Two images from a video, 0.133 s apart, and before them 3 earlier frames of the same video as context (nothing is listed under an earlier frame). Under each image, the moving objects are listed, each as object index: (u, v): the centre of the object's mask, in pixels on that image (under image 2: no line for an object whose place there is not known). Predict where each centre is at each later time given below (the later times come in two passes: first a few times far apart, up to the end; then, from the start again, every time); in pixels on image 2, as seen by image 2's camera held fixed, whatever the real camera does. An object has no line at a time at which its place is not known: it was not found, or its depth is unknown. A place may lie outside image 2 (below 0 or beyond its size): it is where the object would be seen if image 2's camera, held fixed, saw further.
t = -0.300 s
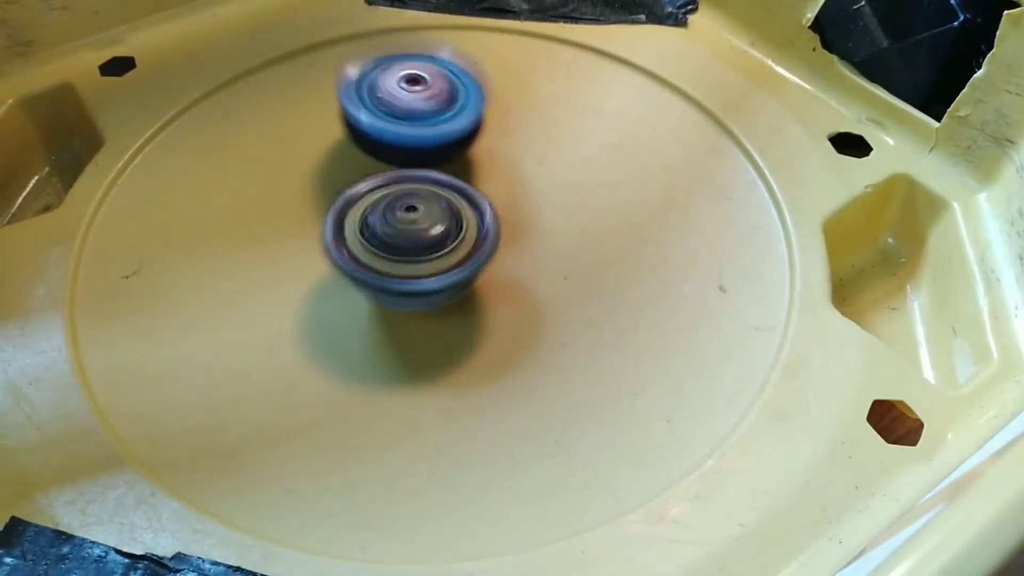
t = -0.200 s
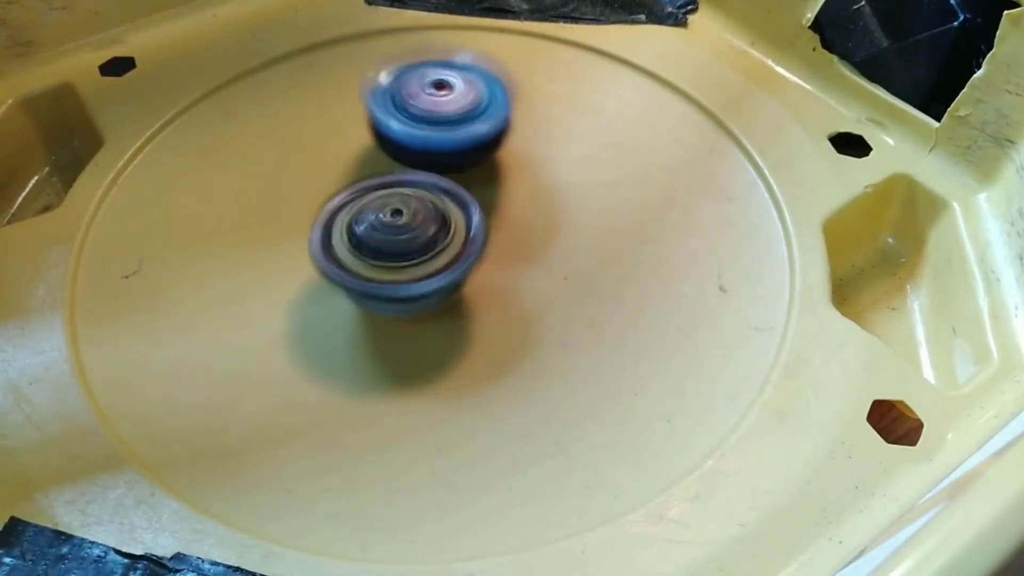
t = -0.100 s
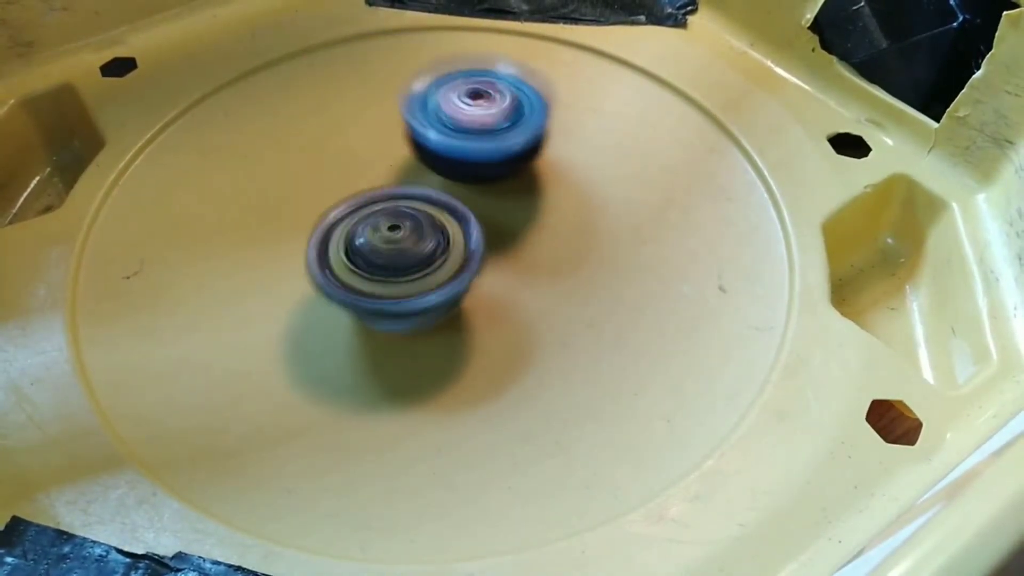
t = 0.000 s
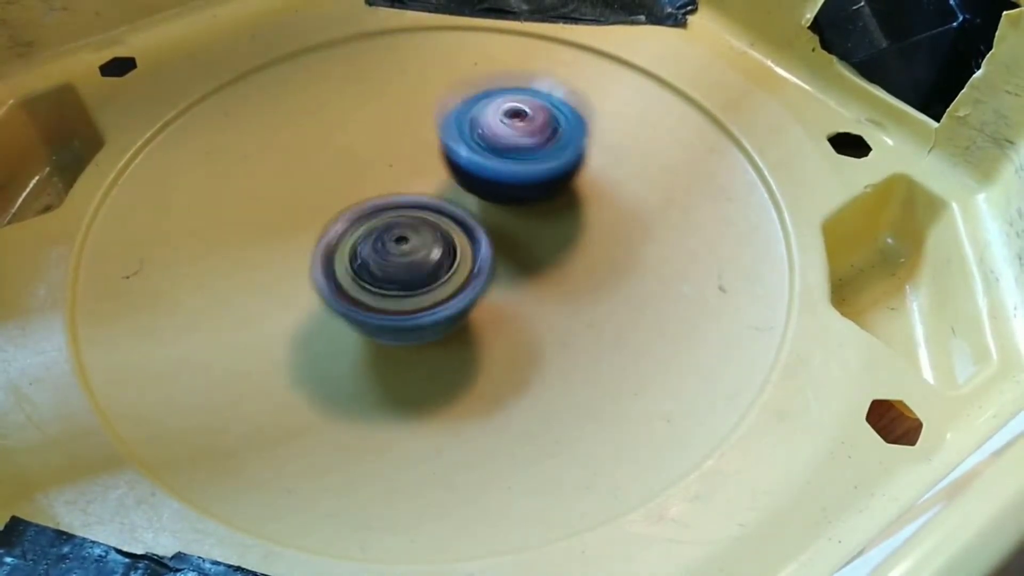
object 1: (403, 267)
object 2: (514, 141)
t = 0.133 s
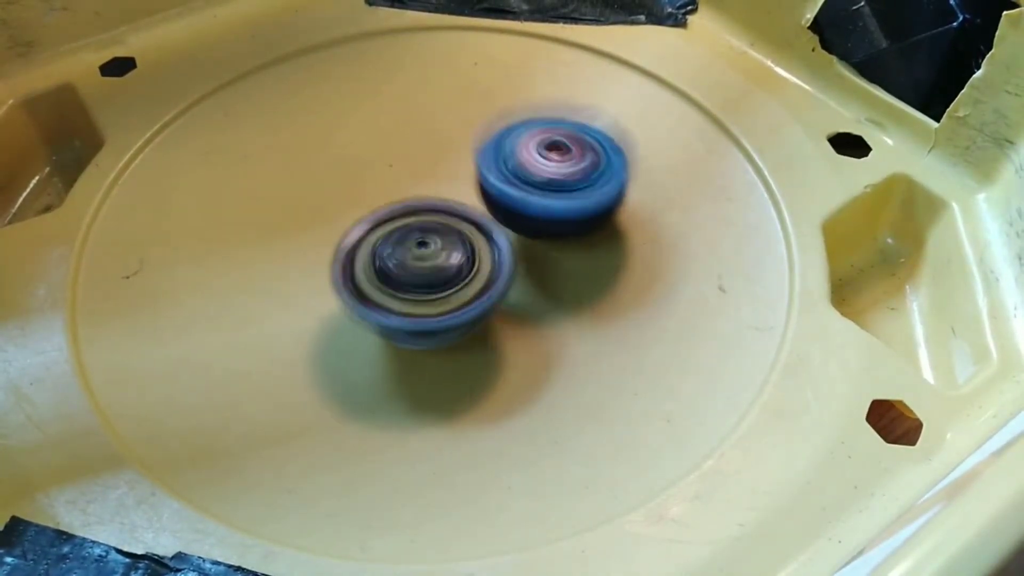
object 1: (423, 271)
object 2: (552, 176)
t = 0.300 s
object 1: (393, 291)
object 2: (619, 199)
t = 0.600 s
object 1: (375, 281)
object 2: (628, 228)
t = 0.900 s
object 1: (367, 232)
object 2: (585, 272)
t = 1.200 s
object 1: (394, 198)
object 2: (550, 298)
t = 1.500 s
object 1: (456, 178)
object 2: (469, 342)
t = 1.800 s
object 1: (499, 176)
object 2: (395, 361)
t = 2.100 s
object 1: (490, 217)
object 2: (356, 314)
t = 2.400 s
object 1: (490, 219)
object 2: (295, 237)
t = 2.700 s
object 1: (476, 242)
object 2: (296, 205)
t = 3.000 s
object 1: (482, 256)
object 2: (340, 188)
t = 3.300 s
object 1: (487, 289)
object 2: (378, 98)
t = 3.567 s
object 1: (474, 257)
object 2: (422, 110)
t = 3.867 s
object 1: (499, 252)
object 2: (476, 128)
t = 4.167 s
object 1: (471, 261)
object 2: (493, 138)
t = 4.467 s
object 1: (416, 267)
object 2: (491, 147)
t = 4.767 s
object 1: (387, 279)
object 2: (492, 160)
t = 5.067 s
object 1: (395, 288)
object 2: (528, 162)
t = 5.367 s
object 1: (397, 281)
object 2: (525, 190)
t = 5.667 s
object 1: (390, 267)
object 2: (534, 179)
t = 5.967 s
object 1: (390, 279)
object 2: (519, 169)
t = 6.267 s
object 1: (390, 309)
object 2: (503, 168)
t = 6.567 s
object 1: (398, 308)
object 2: (469, 186)
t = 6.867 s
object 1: (394, 305)
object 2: (472, 201)
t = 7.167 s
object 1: (374, 260)
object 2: (469, 196)
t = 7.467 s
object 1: (372, 257)
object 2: (472, 196)
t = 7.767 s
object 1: (373, 257)
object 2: (472, 196)
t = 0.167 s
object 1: (425, 271)
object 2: (561, 183)
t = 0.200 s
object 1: (413, 280)
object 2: (582, 184)
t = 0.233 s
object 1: (404, 285)
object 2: (599, 189)
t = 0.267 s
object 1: (399, 288)
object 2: (610, 195)
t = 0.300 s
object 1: (393, 291)
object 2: (619, 199)
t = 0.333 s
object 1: (387, 293)
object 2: (624, 203)
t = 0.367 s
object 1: (381, 295)
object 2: (628, 206)
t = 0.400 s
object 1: (377, 296)
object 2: (630, 209)
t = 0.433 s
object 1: (372, 295)
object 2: (632, 212)
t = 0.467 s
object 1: (372, 295)
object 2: (634, 216)
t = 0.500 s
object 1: (369, 293)
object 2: (634, 218)
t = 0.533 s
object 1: (371, 290)
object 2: (633, 222)
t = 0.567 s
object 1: (371, 286)
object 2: (631, 225)
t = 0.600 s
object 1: (375, 281)
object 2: (628, 228)
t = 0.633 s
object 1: (376, 277)
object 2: (624, 232)
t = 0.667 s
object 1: (381, 271)
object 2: (620, 236)
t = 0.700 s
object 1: (384, 265)
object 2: (614, 240)
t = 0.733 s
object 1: (389, 260)
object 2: (607, 245)
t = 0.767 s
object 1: (393, 254)
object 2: (595, 251)
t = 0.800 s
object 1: (399, 250)
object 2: (581, 258)
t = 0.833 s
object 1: (387, 242)
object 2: (584, 264)
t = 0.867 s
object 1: (373, 237)
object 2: (585, 270)
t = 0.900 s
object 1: (367, 232)
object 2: (585, 272)
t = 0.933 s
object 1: (367, 227)
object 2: (581, 275)
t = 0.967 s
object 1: (367, 223)
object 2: (579, 279)
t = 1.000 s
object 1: (369, 218)
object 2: (577, 283)
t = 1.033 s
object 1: (371, 214)
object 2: (575, 286)
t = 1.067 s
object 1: (374, 210)
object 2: (571, 288)
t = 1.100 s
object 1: (378, 206)
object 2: (566, 291)
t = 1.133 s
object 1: (383, 204)
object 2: (560, 294)
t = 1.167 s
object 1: (389, 199)
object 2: (556, 296)
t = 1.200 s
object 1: (394, 198)
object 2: (550, 298)
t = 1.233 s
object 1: (400, 196)
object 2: (544, 300)
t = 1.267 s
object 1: (406, 195)
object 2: (538, 303)
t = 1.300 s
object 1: (414, 193)
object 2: (529, 304)
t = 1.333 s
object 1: (421, 193)
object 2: (521, 308)
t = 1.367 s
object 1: (427, 191)
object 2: (510, 310)
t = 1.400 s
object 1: (434, 191)
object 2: (502, 313)
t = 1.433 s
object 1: (442, 188)
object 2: (494, 322)
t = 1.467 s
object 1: (451, 181)
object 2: (481, 333)
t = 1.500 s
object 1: (456, 178)
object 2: (469, 342)
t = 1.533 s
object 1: (459, 176)
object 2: (454, 349)
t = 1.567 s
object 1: (464, 173)
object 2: (443, 354)
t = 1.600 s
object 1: (470, 172)
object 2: (434, 356)
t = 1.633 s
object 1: (476, 172)
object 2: (425, 358)
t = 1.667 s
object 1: (482, 171)
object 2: (419, 360)
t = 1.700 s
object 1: (487, 171)
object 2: (415, 360)
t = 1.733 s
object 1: (492, 172)
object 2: (409, 359)
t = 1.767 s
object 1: (495, 174)
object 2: (401, 360)
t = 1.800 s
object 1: (499, 176)
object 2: (395, 361)
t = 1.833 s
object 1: (500, 180)
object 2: (391, 360)
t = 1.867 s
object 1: (501, 183)
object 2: (388, 356)
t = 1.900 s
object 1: (501, 188)
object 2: (383, 353)
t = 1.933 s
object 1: (502, 192)
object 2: (378, 350)
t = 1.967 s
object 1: (500, 198)
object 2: (373, 347)
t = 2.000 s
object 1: (499, 203)
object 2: (370, 339)
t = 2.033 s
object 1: (495, 208)
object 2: (366, 331)
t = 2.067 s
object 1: (493, 213)
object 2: (361, 323)
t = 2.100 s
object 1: (490, 217)
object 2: (356, 314)
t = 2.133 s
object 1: (493, 215)
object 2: (341, 306)
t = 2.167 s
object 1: (498, 214)
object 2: (329, 297)
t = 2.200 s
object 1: (497, 214)
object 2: (320, 289)
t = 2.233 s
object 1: (499, 214)
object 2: (312, 278)
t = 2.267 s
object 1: (497, 214)
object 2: (306, 269)
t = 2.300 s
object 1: (497, 214)
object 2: (302, 260)
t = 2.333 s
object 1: (496, 215)
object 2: (298, 252)
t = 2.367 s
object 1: (493, 217)
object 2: (297, 244)
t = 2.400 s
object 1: (490, 219)
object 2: (295, 237)
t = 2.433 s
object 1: (486, 221)
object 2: (295, 232)
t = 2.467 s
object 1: (483, 223)
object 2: (295, 226)
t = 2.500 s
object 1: (477, 225)
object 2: (294, 222)
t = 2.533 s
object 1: (473, 227)
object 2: (293, 219)
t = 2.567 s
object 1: (470, 230)
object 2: (294, 215)
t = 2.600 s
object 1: (469, 231)
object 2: (291, 212)
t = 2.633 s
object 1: (470, 234)
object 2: (290, 211)
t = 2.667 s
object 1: (473, 238)
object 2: (292, 209)
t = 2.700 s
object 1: (476, 242)
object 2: (296, 205)
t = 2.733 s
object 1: (478, 244)
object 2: (299, 202)
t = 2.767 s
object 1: (481, 247)
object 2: (299, 200)
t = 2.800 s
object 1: (481, 249)
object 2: (300, 200)
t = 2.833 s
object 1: (484, 251)
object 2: (304, 199)
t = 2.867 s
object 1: (483, 253)
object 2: (310, 197)
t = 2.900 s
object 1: (485, 254)
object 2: (316, 195)
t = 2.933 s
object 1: (484, 255)
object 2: (322, 193)
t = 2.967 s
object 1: (483, 255)
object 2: (331, 191)
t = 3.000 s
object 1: (482, 256)
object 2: (340, 188)
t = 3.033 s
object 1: (491, 268)
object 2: (338, 171)
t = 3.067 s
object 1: (500, 276)
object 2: (337, 154)
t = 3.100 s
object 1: (500, 283)
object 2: (343, 139)
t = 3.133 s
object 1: (498, 287)
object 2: (351, 127)
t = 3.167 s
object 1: (497, 286)
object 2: (357, 115)
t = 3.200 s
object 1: (498, 287)
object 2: (363, 109)
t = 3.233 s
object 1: (498, 288)
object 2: (370, 103)
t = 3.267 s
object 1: (494, 289)
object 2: (375, 100)
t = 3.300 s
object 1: (487, 289)
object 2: (378, 98)
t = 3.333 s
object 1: (482, 287)
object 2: (381, 97)
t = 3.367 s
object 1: (479, 284)
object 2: (386, 97)
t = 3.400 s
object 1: (479, 283)
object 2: (393, 98)
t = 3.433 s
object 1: (478, 279)
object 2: (398, 99)
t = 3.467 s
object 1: (478, 276)
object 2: (403, 100)
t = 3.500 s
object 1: (474, 268)
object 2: (407, 101)
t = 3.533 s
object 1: (473, 261)
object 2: (413, 105)
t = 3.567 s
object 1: (474, 257)
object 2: (422, 110)
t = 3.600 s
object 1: (474, 247)
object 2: (432, 115)
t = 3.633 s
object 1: (477, 241)
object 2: (443, 120)
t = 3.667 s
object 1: (480, 246)
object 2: (453, 121)
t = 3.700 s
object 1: (483, 241)
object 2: (458, 123)
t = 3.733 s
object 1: (493, 240)
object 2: (461, 124)
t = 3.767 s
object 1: (498, 243)
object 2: (463, 124)
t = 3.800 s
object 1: (500, 247)
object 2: (465, 124)
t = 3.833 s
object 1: (499, 250)
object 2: (470, 126)
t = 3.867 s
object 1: (499, 252)
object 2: (476, 128)
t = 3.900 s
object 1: (501, 253)
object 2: (480, 129)
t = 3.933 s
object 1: (500, 256)
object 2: (482, 130)
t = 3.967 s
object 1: (496, 258)
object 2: (482, 129)
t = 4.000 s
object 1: (491, 260)
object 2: (482, 132)
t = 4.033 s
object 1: (487, 261)
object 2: (485, 137)
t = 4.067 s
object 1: (487, 261)
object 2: (490, 139)
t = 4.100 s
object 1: (486, 262)
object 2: (493, 137)
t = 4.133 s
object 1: (479, 261)
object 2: (493, 137)
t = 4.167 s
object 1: (471, 261)
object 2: (493, 138)
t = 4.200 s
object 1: (461, 264)
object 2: (495, 134)
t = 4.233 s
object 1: (452, 270)
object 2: (494, 134)
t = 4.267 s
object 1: (444, 268)
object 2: (492, 135)
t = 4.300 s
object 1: (440, 265)
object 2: (492, 138)
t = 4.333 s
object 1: (441, 265)
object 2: (495, 143)
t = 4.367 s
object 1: (438, 267)
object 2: (496, 144)
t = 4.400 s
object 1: (431, 268)
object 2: (492, 144)
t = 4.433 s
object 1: (427, 266)
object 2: (489, 147)
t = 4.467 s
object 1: (416, 267)
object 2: (491, 147)
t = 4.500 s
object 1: (403, 272)
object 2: (496, 147)
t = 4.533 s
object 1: (396, 273)
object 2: (493, 145)
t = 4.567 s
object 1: (393, 271)
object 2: (489, 147)
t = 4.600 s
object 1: (394, 270)
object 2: (486, 151)
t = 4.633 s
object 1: (399, 270)
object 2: (488, 156)
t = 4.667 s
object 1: (402, 269)
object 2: (493, 161)
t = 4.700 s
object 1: (394, 273)
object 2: (494, 159)
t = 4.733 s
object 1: (388, 279)
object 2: (494, 159)
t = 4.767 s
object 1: (387, 279)
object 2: (492, 160)
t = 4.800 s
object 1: (388, 278)
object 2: (490, 162)
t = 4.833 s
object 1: (394, 276)
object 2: (490, 165)
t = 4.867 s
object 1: (399, 277)
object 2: (494, 166)
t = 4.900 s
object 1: (391, 282)
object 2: (504, 162)
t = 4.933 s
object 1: (387, 286)
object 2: (508, 159)
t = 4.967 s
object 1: (387, 287)
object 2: (510, 160)
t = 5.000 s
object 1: (392, 287)
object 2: (513, 160)
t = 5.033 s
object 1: (395, 287)
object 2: (520, 160)
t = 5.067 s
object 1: (395, 288)
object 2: (528, 162)
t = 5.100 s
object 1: (394, 286)
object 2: (530, 164)
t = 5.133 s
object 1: (399, 284)
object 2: (527, 168)
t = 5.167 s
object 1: (405, 282)
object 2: (521, 173)
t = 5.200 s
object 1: (407, 281)
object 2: (520, 180)
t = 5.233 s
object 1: (406, 282)
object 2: (525, 184)
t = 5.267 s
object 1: (406, 282)
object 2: (526, 188)
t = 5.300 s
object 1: (405, 284)
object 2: (524, 191)
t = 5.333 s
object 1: (399, 284)
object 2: (524, 191)
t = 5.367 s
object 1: (397, 281)
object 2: (525, 190)
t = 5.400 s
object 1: (398, 280)
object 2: (527, 187)
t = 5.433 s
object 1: (395, 280)
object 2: (532, 185)
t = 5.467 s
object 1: (397, 280)
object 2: (538, 182)
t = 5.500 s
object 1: (399, 277)
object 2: (542, 180)
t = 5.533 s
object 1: (399, 273)
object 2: (542, 181)
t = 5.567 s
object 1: (399, 271)
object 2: (538, 181)
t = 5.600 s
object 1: (403, 269)
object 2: (533, 183)
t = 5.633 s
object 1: (397, 268)
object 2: (533, 181)
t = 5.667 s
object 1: (390, 267)
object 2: (534, 179)
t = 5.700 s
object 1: (388, 266)
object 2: (533, 177)
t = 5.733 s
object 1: (387, 263)
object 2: (530, 177)
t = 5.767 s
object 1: (389, 263)
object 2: (525, 177)
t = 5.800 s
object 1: (386, 266)
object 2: (522, 177)
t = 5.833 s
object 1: (381, 271)
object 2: (524, 174)
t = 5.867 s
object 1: (382, 273)
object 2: (525, 171)
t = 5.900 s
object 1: (386, 275)
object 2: (524, 171)
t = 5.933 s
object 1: (389, 277)
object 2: (521, 170)
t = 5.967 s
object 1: (390, 279)
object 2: (519, 169)
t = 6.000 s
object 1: (392, 280)
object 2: (515, 170)
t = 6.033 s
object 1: (394, 282)
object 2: (507, 171)
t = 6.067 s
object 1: (393, 288)
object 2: (501, 175)
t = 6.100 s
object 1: (394, 287)
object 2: (500, 180)
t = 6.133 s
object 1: (384, 295)
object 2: (501, 182)
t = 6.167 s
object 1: (377, 303)
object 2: (508, 177)
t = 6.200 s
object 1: (379, 305)
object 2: (508, 176)
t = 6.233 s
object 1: (381, 308)
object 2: (506, 169)
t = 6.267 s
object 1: (390, 309)
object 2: (503, 168)
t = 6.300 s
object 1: (394, 309)
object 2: (497, 172)
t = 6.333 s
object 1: (401, 311)
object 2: (492, 174)
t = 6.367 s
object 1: (405, 310)
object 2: (488, 177)
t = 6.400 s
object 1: (403, 309)
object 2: (485, 177)
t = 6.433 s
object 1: (405, 305)
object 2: (483, 177)
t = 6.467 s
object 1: (406, 299)
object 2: (479, 180)
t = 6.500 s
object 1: (405, 301)
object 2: (473, 180)
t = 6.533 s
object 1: (402, 305)
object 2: (469, 184)
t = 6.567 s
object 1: (398, 308)
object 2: (469, 186)
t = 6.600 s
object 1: (402, 312)
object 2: (468, 188)
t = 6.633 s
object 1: (400, 317)
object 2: (469, 190)
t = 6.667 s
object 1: (401, 318)
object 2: (470, 193)
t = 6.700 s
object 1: (398, 322)
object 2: (470, 197)
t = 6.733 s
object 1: (399, 321)
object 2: (470, 199)
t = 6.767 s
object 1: (400, 319)
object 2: (470, 201)
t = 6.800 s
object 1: (400, 315)
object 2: (470, 202)
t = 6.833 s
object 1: (399, 311)
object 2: (470, 203)
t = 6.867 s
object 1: (394, 305)
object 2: (472, 201)
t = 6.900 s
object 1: (395, 300)
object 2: (471, 200)
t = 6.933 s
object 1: (396, 292)
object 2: (470, 199)
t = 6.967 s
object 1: (392, 284)
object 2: (470, 198)
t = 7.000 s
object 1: (389, 278)
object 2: (469, 197)
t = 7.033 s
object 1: (386, 273)
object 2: (468, 197)
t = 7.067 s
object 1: (383, 269)
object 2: (468, 196)
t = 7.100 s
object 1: (378, 265)
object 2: (469, 196)
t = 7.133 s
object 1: (375, 263)
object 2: (469, 196)
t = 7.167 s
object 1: (374, 260)
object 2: (469, 196)
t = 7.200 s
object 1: (372, 258)
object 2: (470, 196)
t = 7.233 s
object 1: (371, 256)
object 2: (471, 195)
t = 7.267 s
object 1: (371, 256)
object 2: (472, 195)
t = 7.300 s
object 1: (373, 257)
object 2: (472, 196)
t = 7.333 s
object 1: (374, 258)
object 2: (472, 196)
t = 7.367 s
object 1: (374, 258)
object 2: (473, 197)
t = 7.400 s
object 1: (374, 258)
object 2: (473, 197)
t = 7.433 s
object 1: (373, 257)
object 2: (472, 196)
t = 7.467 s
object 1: (372, 257)
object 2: (472, 196)
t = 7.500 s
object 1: (373, 257)
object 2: (472, 196)
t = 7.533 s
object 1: (373, 258)
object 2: (472, 196)
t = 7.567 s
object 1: (373, 258)
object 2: (472, 197)
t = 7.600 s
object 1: (373, 257)
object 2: (472, 197)
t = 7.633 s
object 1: (372, 257)
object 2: (472, 196)
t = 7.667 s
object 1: (373, 257)
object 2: (472, 196)
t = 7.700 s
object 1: (373, 257)
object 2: (472, 196)
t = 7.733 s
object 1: (373, 257)
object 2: (472, 196)
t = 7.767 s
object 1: (373, 257)
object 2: (472, 196)
